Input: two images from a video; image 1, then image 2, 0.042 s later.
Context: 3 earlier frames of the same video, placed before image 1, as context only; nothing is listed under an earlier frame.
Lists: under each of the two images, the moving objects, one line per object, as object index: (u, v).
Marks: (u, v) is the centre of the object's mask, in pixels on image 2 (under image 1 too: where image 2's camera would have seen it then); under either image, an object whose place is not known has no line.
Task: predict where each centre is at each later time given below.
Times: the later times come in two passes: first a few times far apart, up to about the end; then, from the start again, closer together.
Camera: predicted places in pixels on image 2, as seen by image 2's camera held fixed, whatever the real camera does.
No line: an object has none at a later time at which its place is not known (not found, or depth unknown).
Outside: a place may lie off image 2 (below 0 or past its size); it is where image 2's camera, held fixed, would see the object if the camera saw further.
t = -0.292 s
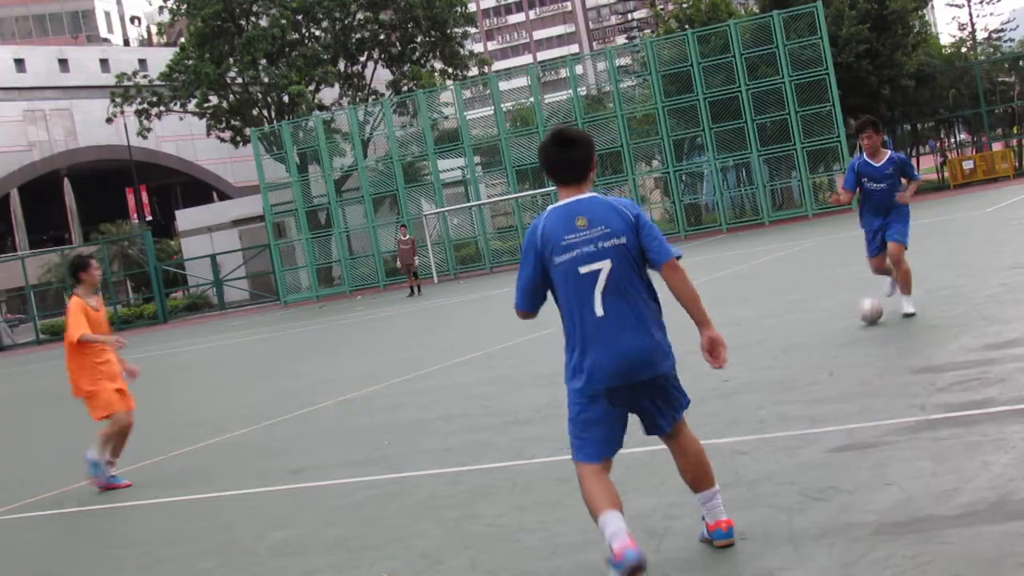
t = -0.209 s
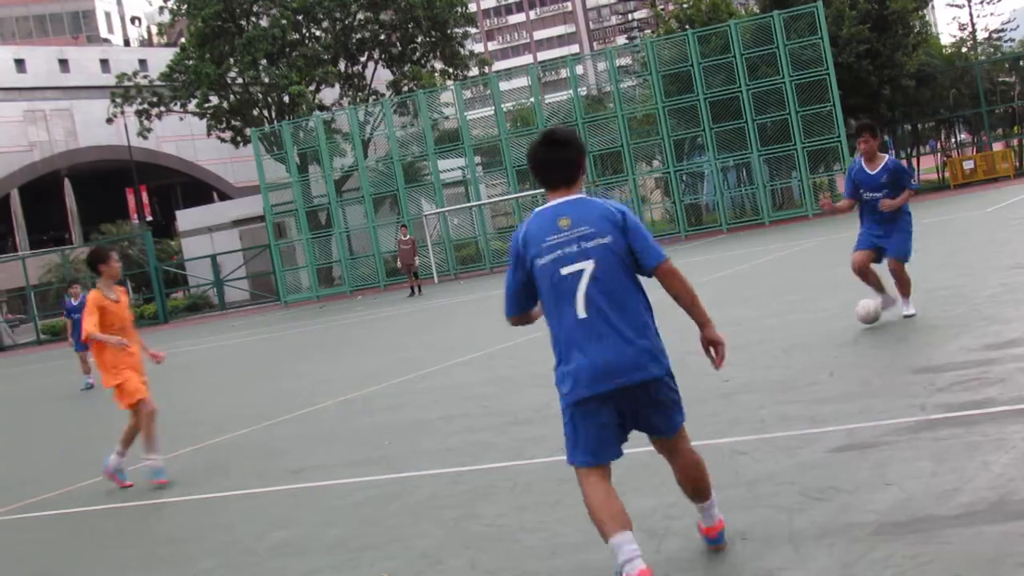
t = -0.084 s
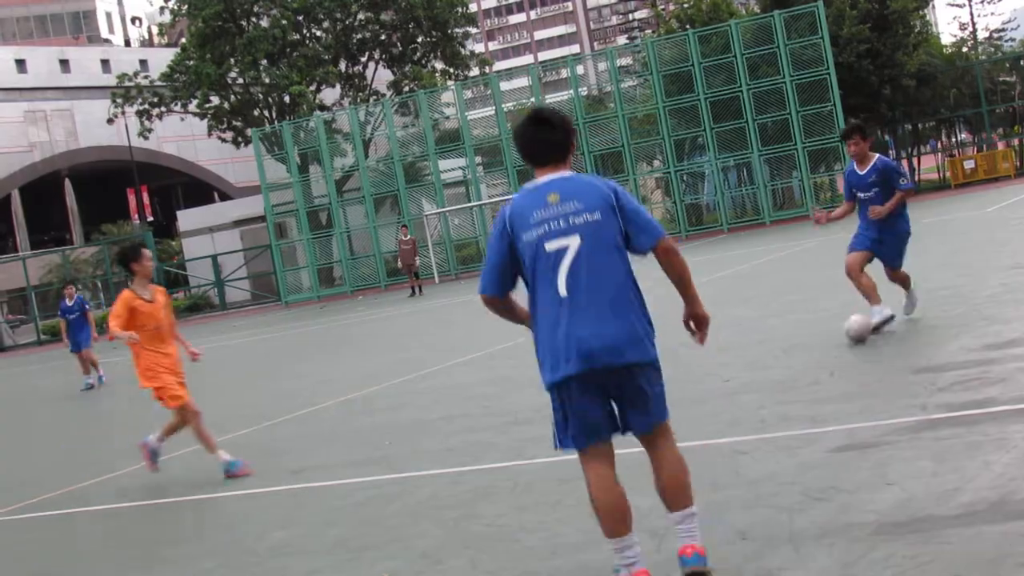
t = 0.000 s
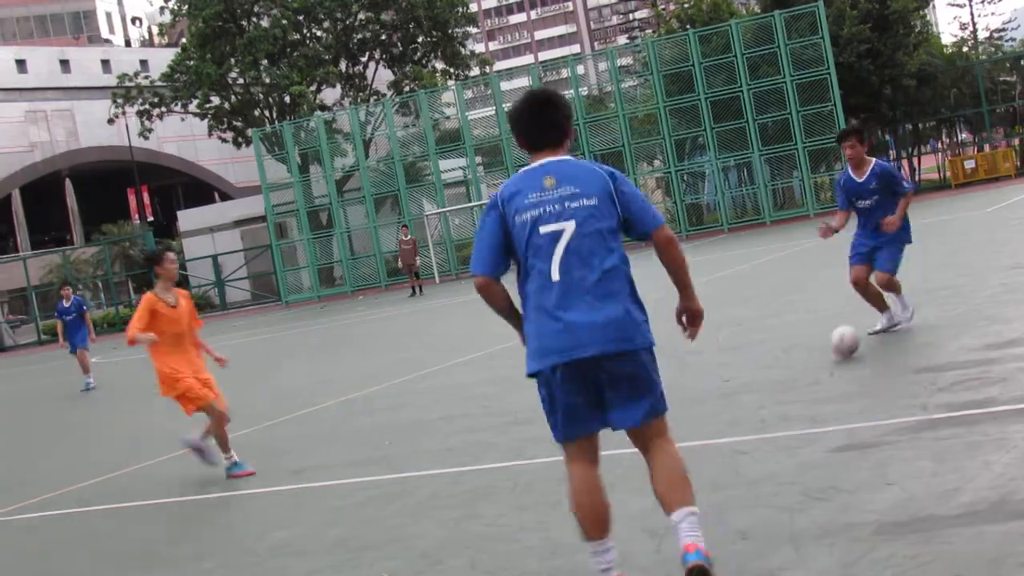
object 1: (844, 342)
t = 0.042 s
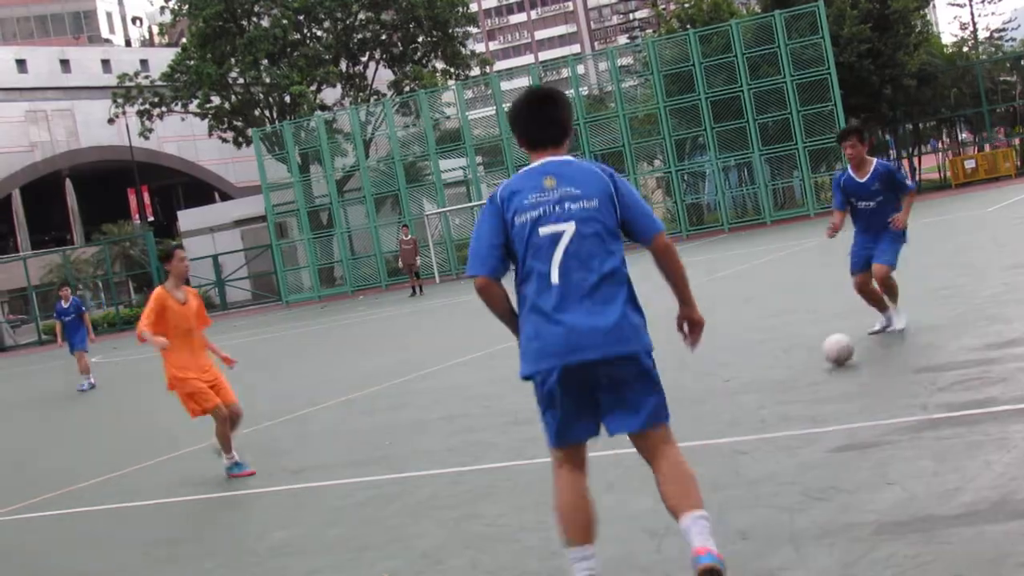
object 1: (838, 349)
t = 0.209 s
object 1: (811, 380)
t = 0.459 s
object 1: (769, 427)
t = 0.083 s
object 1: (831, 354)
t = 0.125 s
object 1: (824, 362)
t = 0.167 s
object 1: (817, 373)
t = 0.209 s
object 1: (811, 380)
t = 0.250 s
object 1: (804, 387)
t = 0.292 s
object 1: (797, 396)
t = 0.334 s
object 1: (790, 409)
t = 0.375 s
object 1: (784, 412)
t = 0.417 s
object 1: (776, 417)
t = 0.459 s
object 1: (769, 427)
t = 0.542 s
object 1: (756, 454)
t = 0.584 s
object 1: (745, 458)
